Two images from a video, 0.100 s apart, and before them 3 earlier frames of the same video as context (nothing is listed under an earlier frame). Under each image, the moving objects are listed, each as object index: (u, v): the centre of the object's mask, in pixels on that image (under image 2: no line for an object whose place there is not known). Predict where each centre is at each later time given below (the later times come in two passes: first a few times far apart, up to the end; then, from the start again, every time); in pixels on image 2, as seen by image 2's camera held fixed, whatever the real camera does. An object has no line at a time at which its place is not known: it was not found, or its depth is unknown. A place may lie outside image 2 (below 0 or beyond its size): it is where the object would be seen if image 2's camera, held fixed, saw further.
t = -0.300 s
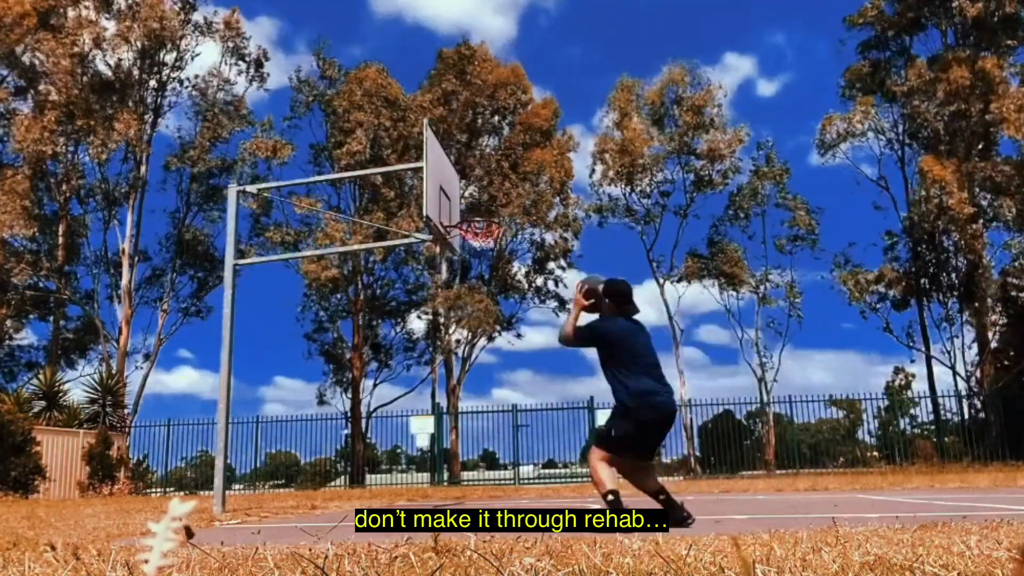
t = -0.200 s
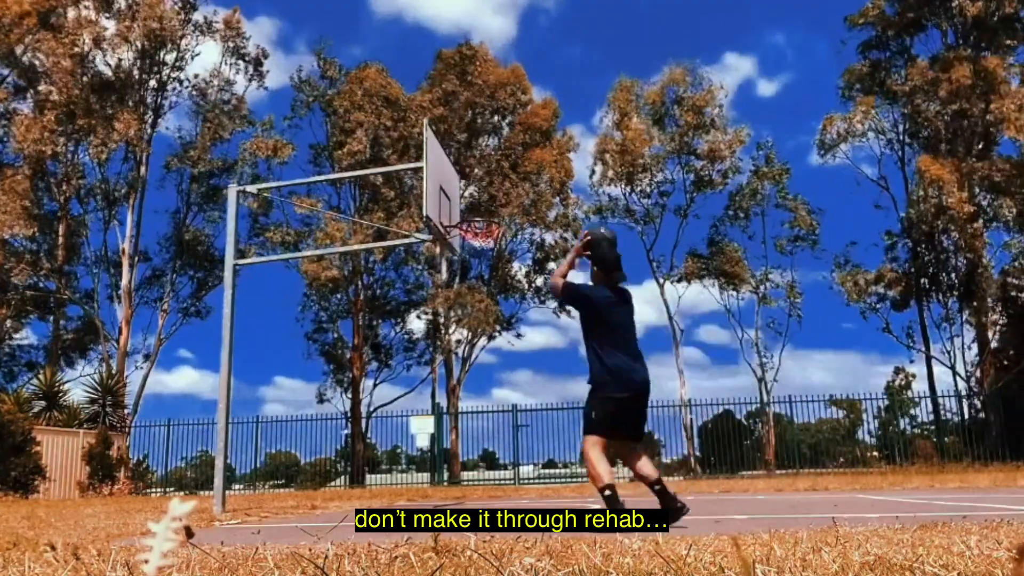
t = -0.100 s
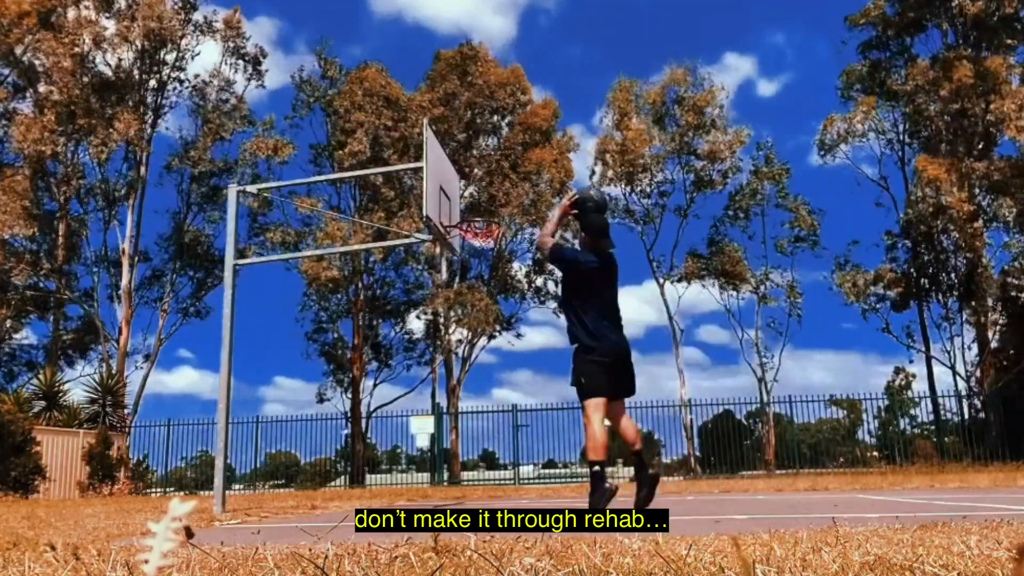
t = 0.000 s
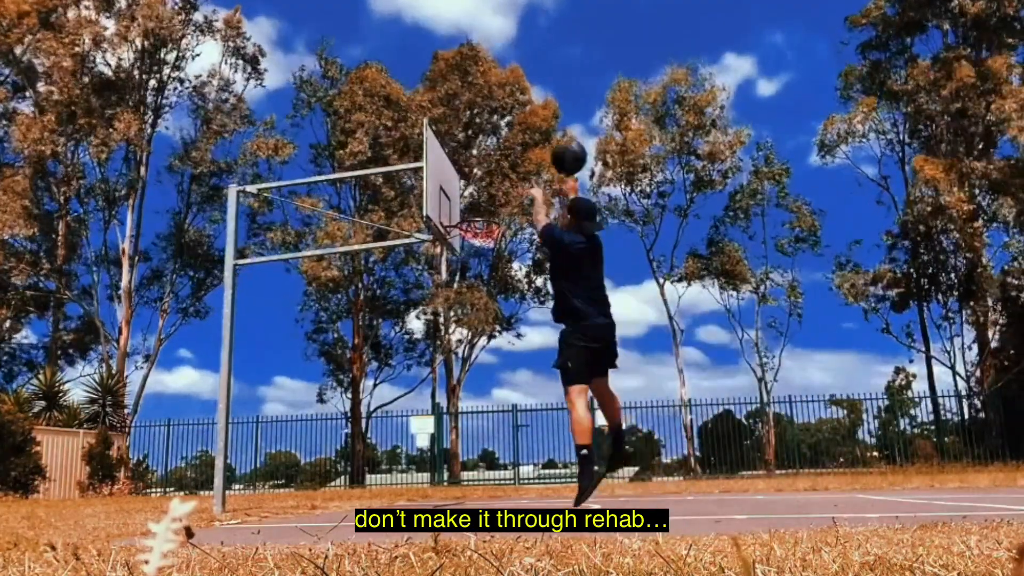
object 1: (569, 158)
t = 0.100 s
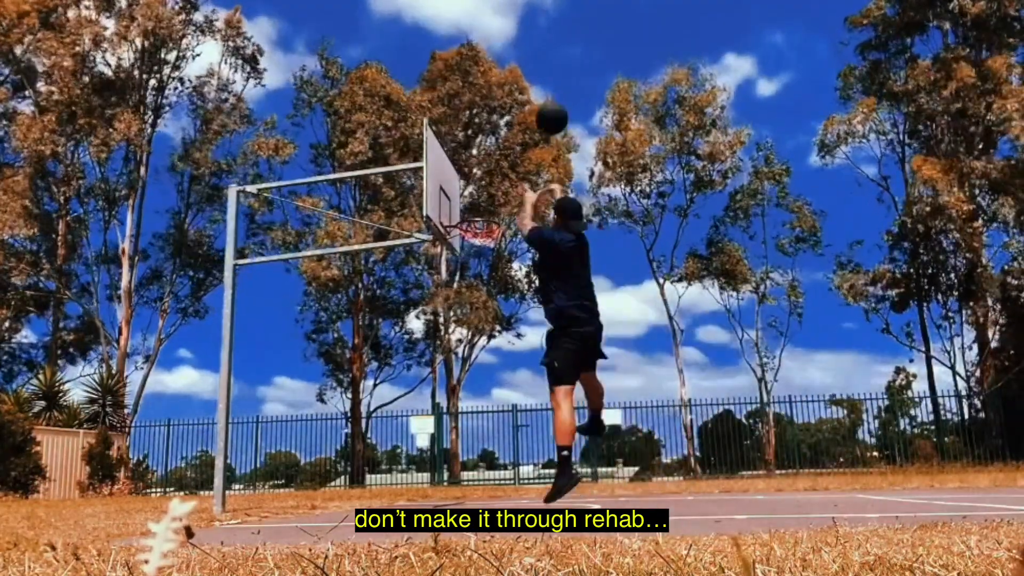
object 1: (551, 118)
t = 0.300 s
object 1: (527, 91)
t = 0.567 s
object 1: (502, 118)
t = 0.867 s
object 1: (484, 205)
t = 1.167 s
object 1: (477, 255)
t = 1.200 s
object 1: (480, 257)
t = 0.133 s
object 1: (547, 110)
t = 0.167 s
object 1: (542, 103)
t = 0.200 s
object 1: (538, 98)
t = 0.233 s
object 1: (534, 94)
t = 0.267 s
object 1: (530, 92)
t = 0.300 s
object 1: (527, 91)
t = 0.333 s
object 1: (523, 91)
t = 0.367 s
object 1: (520, 92)
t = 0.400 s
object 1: (517, 94)
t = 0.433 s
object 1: (514, 97)
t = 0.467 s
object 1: (511, 98)
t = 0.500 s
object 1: (508, 106)
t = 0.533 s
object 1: (505, 112)
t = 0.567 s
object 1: (502, 118)
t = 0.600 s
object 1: (500, 125)
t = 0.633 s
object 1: (498, 131)
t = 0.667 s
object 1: (496, 141)
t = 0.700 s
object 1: (491, 150)
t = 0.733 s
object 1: (490, 161)
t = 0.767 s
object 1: (489, 170)
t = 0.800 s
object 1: (486, 182)
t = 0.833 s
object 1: (485, 195)
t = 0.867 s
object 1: (484, 205)
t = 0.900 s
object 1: (481, 215)
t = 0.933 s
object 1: (480, 239)
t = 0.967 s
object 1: (478, 244)
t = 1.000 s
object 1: (475, 250)
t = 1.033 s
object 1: (475, 252)
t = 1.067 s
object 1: (476, 252)
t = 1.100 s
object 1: (477, 251)
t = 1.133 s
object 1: (478, 251)
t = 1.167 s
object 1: (477, 255)
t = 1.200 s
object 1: (480, 257)
